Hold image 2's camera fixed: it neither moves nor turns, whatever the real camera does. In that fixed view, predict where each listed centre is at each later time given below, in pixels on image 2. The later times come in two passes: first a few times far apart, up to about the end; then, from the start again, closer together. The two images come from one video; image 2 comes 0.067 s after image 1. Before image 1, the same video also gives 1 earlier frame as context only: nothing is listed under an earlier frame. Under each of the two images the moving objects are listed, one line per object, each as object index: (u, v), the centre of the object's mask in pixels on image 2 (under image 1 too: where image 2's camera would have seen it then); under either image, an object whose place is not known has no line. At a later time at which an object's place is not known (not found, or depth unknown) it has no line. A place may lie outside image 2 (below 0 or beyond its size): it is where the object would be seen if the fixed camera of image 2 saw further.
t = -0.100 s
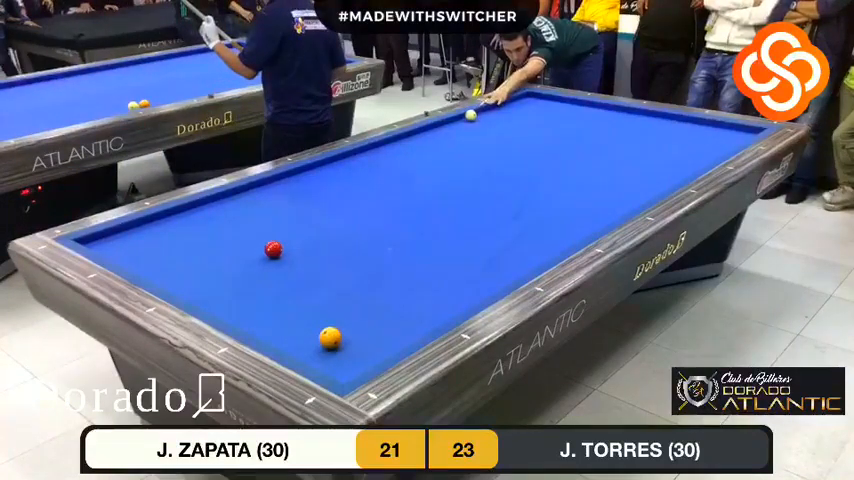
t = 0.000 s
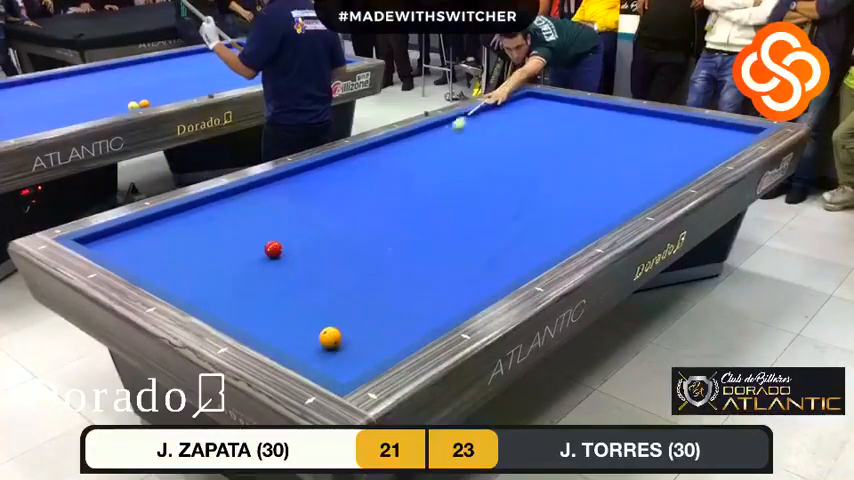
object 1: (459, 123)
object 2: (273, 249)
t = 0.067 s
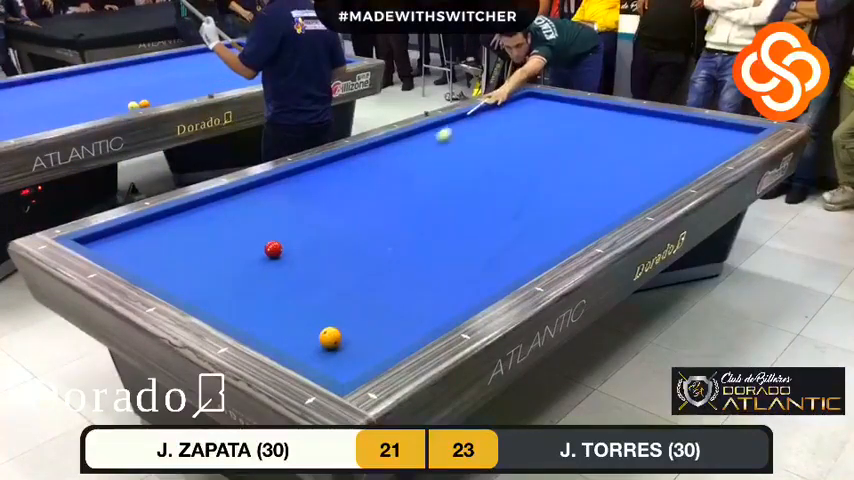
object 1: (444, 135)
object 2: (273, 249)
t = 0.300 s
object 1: (381, 182)
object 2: (273, 249)
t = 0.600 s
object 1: (261, 274)
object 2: (269, 249)
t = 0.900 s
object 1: (370, 269)
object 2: (253, 248)
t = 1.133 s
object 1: (441, 251)
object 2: (246, 247)
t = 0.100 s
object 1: (435, 141)
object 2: (273, 249)
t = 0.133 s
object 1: (427, 147)
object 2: (273, 249)
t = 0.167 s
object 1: (419, 153)
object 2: (273, 249)
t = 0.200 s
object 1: (410, 159)
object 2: (273, 249)
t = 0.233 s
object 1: (401, 167)
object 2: (273, 249)
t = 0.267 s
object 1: (391, 174)
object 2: (273, 249)
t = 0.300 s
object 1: (381, 182)
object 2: (273, 249)
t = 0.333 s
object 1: (370, 189)
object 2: (273, 249)
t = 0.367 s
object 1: (359, 198)
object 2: (273, 249)
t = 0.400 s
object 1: (347, 207)
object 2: (273, 249)
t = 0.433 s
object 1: (334, 216)
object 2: (273, 249)
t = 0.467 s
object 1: (320, 226)
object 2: (273, 249)
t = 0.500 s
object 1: (306, 237)
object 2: (273, 249)
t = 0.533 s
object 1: (291, 248)
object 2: (272, 249)
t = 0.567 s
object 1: (276, 261)
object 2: (270, 248)
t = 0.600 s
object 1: (261, 274)
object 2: (269, 249)
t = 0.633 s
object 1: (245, 288)
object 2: (267, 249)
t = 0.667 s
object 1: (227, 303)
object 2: (266, 249)
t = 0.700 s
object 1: (231, 307)
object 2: (264, 249)
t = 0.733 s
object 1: (258, 300)
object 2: (262, 248)
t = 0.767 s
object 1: (282, 293)
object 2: (260, 248)
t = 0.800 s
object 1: (306, 287)
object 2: (258, 248)
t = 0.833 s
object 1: (328, 280)
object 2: (256, 248)
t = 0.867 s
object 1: (350, 275)
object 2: (255, 248)
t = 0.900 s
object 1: (370, 269)
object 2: (253, 248)
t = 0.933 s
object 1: (389, 264)
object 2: (251, 248)
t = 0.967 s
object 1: (407, 259)
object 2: (249, 248)
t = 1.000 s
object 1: (425, 255)
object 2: (248, 248)
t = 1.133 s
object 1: (441, 251)
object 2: (246, 247)
